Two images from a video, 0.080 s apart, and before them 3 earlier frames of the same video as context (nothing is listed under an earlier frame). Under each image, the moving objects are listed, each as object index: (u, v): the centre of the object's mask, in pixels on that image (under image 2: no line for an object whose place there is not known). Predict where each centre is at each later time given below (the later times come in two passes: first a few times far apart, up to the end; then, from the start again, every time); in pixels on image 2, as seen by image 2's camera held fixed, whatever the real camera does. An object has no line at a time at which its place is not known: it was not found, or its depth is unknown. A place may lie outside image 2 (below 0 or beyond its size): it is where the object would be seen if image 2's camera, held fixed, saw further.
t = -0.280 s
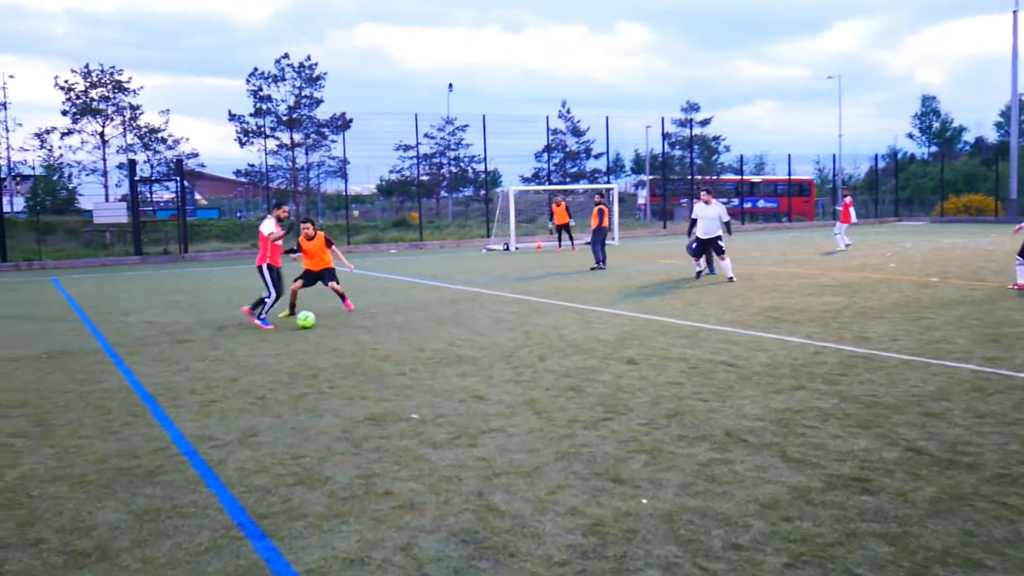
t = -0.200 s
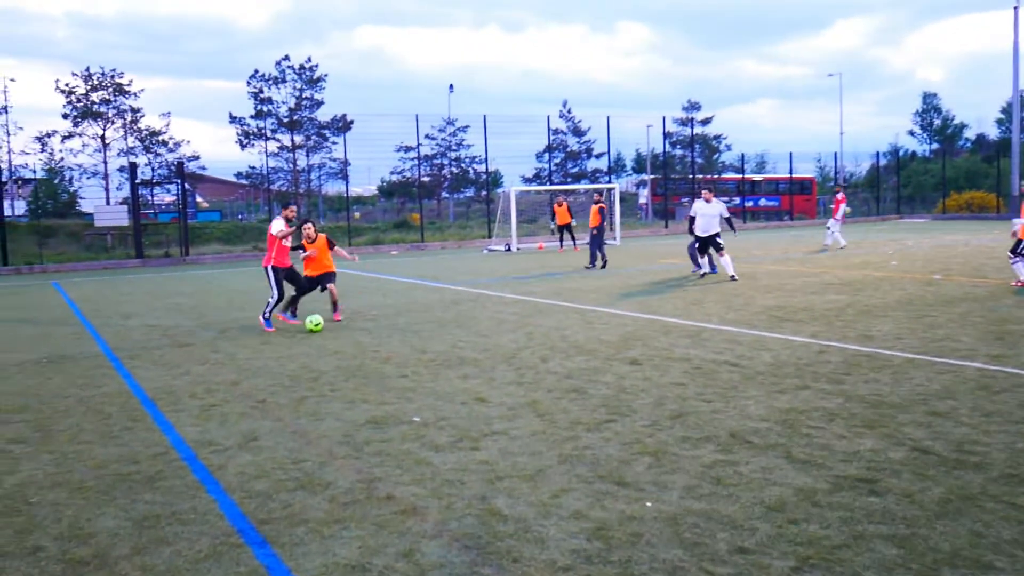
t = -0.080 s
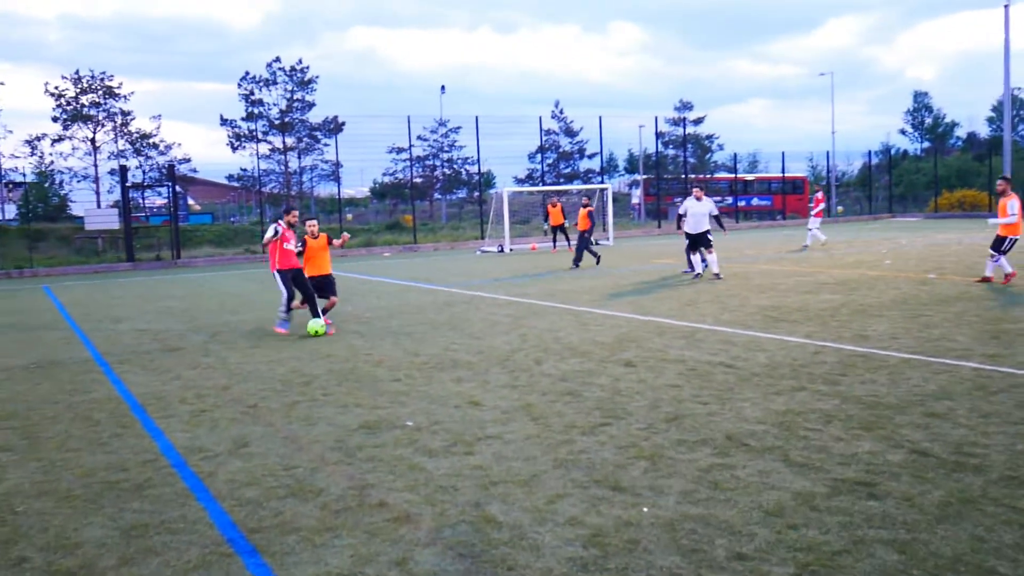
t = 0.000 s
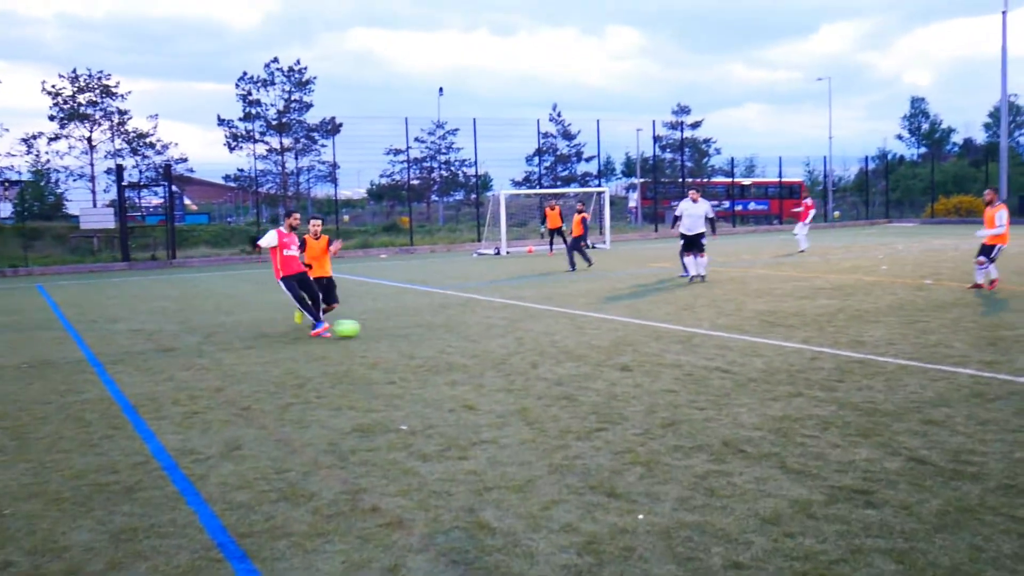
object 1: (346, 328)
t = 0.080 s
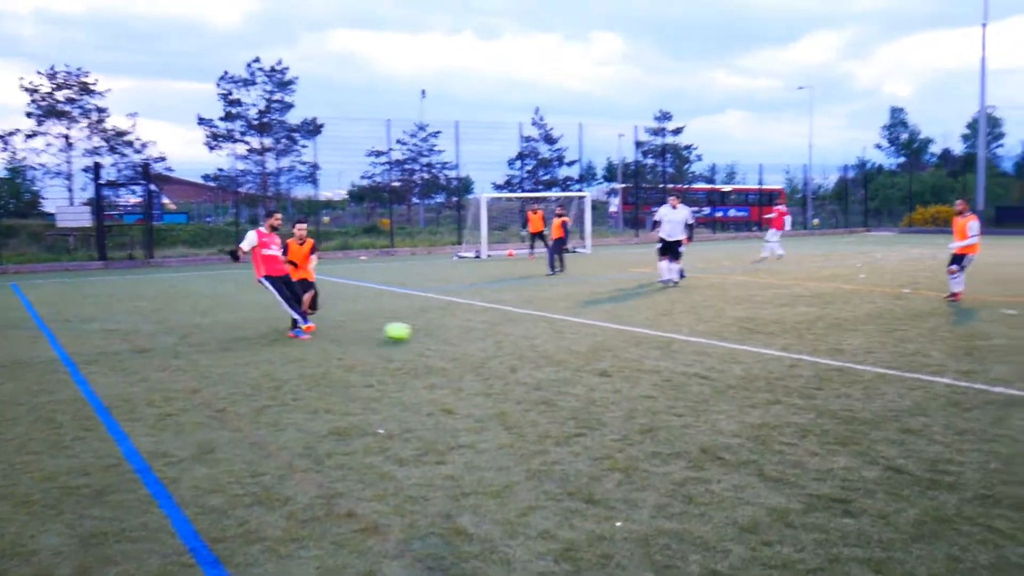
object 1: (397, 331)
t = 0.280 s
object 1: (583, 336)
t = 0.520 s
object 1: (815, 343)
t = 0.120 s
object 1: (435, 334)
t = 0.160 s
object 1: (471, 333)
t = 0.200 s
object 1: (508, 334)
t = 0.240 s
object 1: (546, 336)
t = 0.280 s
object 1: (583, 336)
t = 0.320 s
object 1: (621, 336)
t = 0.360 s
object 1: (660, 337)
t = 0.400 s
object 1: (699, 338)
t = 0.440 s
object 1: (737, 339)
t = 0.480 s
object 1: (776, 340)
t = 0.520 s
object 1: (815, 343)
